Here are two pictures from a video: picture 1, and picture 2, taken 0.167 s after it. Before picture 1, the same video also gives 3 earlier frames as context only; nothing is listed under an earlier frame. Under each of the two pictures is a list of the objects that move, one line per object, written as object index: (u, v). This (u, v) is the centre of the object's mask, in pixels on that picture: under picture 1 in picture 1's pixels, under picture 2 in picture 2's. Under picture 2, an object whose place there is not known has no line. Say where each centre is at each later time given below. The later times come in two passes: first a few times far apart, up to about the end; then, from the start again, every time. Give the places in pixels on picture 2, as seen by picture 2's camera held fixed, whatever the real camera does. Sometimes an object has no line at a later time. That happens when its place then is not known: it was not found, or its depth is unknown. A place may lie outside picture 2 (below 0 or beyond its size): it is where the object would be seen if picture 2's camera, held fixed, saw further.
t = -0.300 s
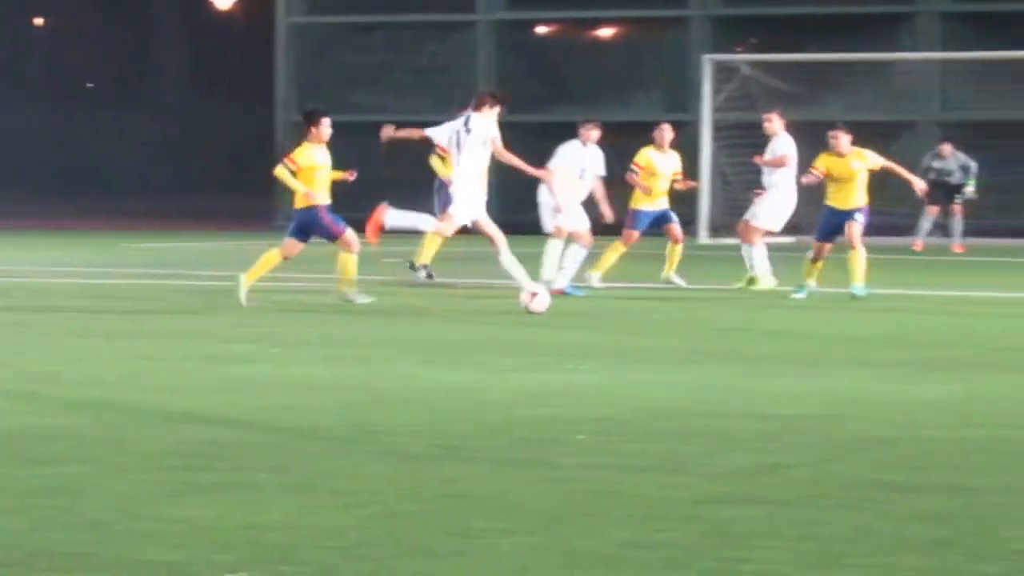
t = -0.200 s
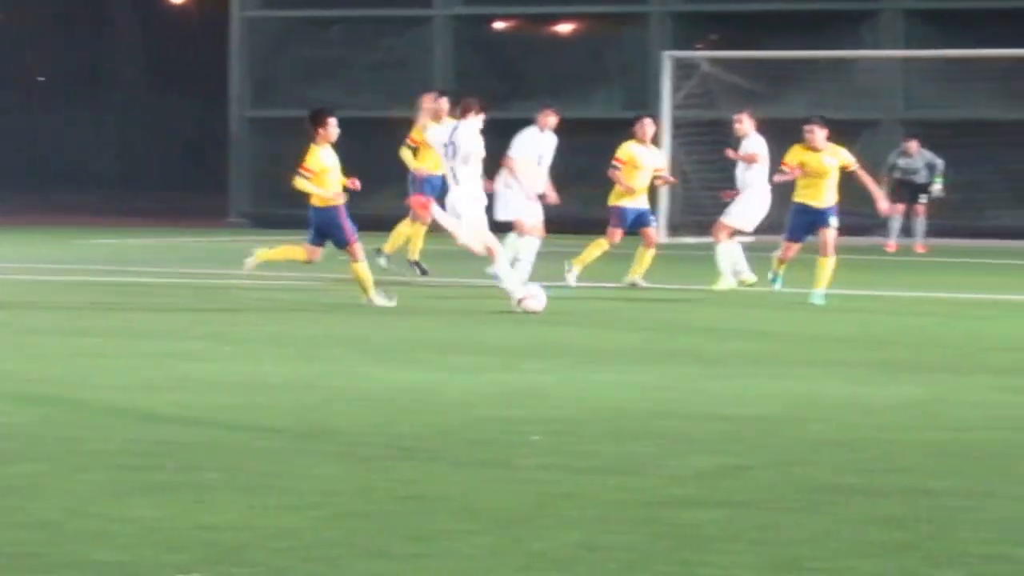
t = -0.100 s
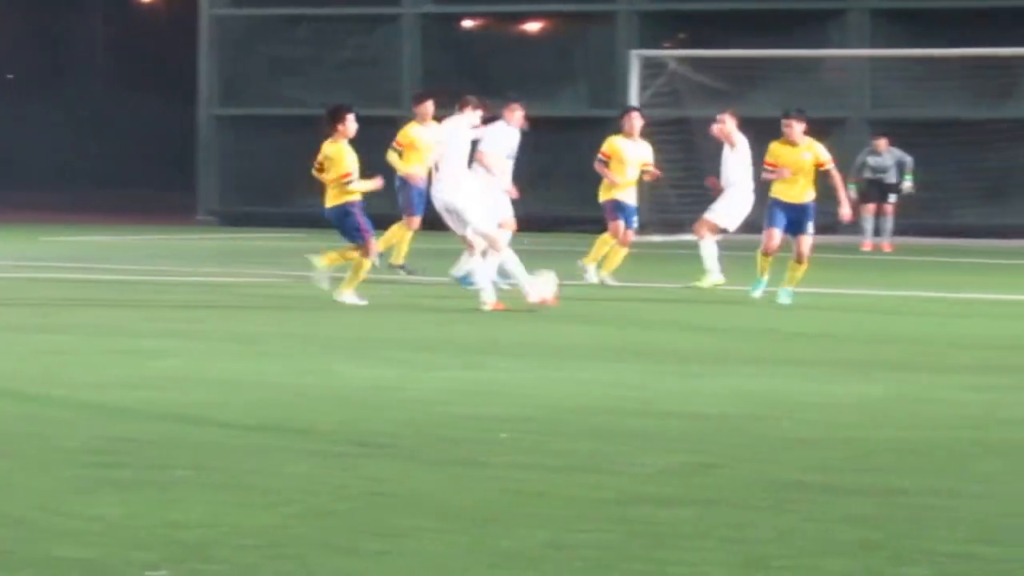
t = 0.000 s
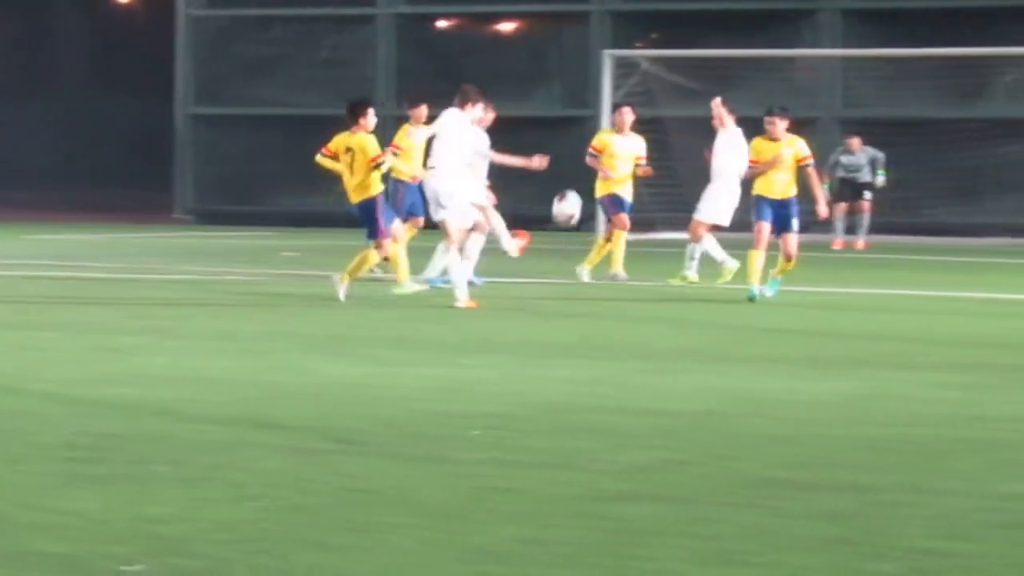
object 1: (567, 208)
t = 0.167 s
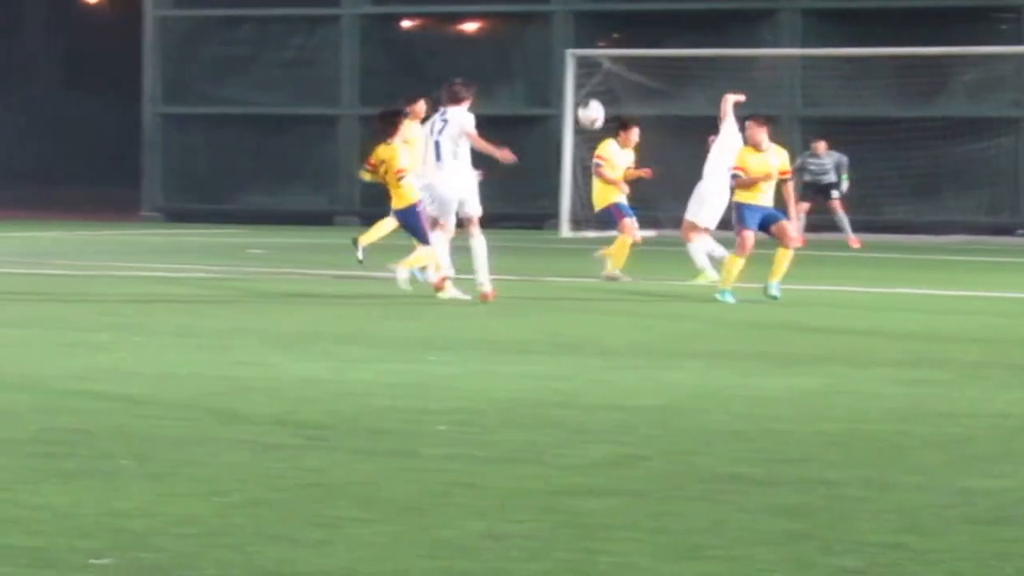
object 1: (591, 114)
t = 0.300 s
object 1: (621, 66)
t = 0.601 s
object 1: (647, 18)
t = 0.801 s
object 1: (644, 23)
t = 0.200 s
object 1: (600, 100)
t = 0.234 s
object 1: (608, 88)
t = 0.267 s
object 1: (615, 77)
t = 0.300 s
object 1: (621, 66)
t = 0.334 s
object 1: (626, 57)
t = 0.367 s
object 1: (631, 48)
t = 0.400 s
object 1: (635, 40)
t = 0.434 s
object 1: (638, 35)
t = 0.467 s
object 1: (641, 29)
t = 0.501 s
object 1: (643, 25)
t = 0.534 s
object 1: (645, 22)
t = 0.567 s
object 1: (647, 19)
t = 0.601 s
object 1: (647, 18)
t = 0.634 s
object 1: (648, 17)
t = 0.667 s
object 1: (647, 16)
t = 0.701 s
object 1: (647, 17)
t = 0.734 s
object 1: (647, 18)
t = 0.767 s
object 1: (646, 20)
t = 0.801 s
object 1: (644, 23)
